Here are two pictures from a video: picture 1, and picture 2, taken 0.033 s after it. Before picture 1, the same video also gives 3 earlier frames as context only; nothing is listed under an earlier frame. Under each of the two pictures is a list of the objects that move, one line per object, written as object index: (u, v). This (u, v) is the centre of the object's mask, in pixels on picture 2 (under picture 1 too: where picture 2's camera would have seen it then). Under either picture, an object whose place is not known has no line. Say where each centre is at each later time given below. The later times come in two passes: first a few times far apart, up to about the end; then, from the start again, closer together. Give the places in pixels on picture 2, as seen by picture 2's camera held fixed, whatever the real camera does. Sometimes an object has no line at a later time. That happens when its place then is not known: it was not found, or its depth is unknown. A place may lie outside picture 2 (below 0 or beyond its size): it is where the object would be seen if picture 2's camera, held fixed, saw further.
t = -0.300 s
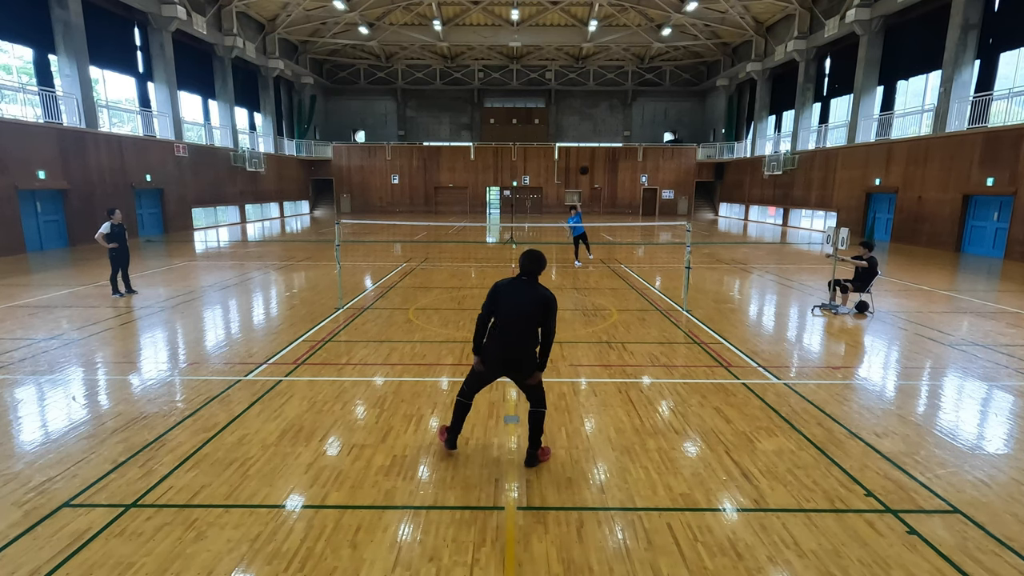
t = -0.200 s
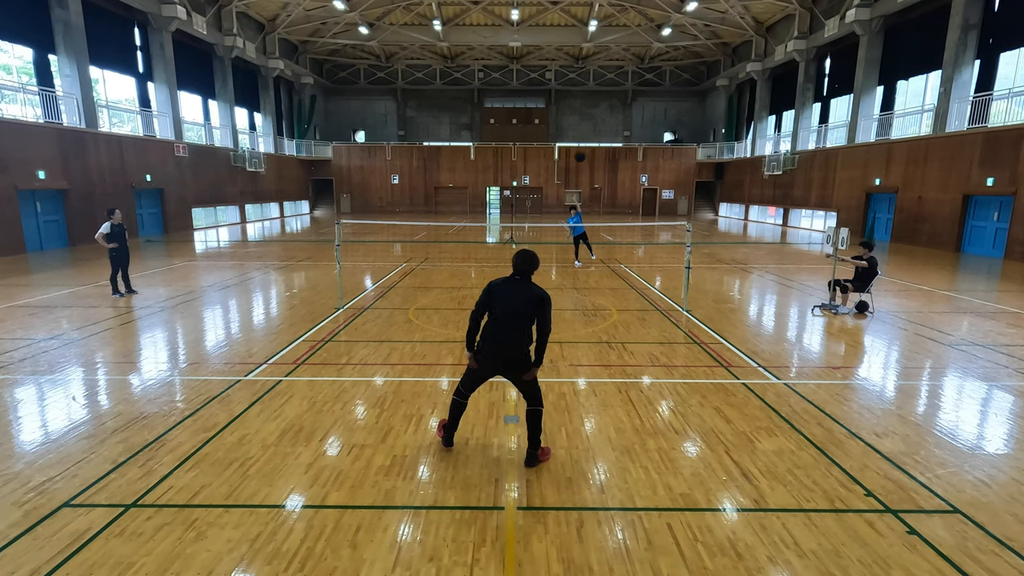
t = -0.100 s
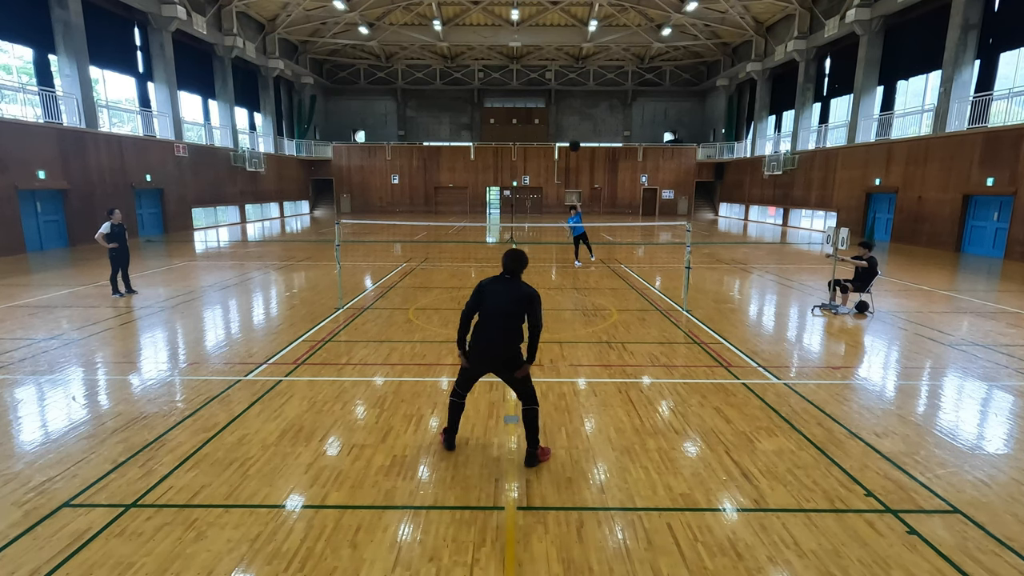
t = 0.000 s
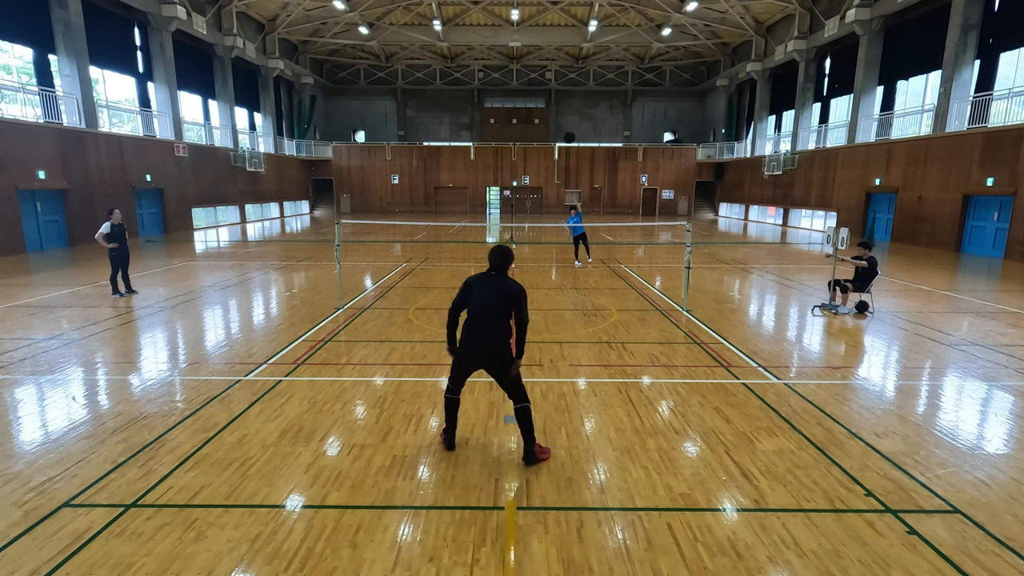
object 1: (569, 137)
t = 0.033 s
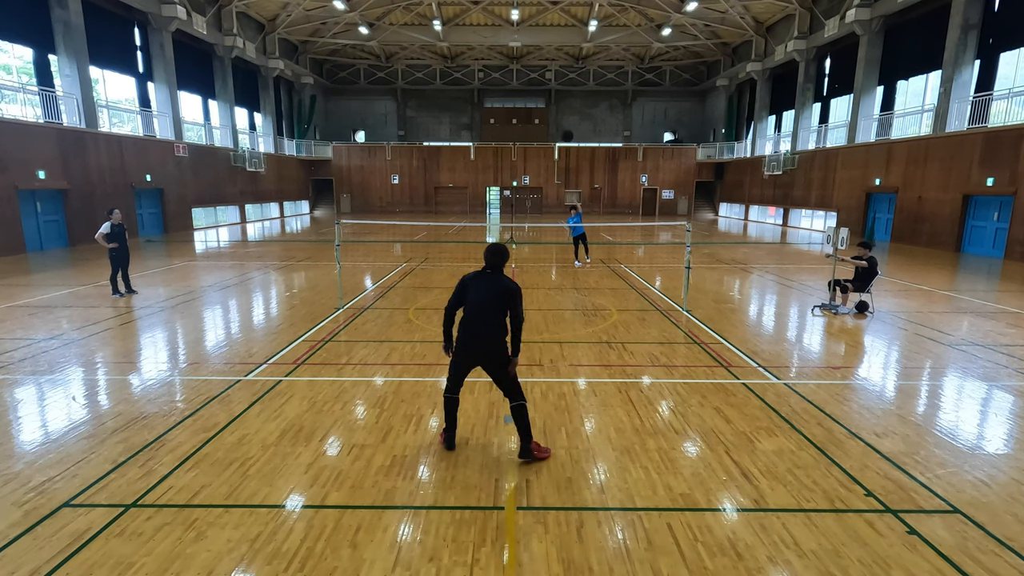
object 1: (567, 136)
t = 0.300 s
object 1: (548, 148)
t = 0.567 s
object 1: (526, 212)
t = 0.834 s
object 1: (504, 338)
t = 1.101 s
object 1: (493, 317)
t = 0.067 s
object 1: (564, 135)
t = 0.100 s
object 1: (563, 135)
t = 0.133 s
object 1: (560, 135)
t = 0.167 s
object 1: (558, 136)
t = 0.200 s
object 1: (556, 138)
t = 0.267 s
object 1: (551, 144)
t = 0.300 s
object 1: (548, 148)
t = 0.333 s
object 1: (546, 153)
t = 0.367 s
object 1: (543, 158)
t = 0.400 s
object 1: (541, 165)
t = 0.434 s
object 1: (537, 172)
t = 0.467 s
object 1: (535, 181)
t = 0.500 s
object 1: (532, 190)
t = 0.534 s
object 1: (530, 201)
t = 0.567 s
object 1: (526, 212)
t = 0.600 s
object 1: (524, 224)
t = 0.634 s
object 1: (521, 238)
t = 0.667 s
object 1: (518, 252)
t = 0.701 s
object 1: (515, 267)
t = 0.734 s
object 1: (512, 284)
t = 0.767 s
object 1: (509, 301)
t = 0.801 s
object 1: (507, 319)
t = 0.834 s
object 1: (504, 338)
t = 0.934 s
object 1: (498, 353)
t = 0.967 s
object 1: (497, 345)
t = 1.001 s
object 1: (496, 337)
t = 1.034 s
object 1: (495, 330)
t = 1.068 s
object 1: (494, 323)
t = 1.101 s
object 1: (493, 317)
